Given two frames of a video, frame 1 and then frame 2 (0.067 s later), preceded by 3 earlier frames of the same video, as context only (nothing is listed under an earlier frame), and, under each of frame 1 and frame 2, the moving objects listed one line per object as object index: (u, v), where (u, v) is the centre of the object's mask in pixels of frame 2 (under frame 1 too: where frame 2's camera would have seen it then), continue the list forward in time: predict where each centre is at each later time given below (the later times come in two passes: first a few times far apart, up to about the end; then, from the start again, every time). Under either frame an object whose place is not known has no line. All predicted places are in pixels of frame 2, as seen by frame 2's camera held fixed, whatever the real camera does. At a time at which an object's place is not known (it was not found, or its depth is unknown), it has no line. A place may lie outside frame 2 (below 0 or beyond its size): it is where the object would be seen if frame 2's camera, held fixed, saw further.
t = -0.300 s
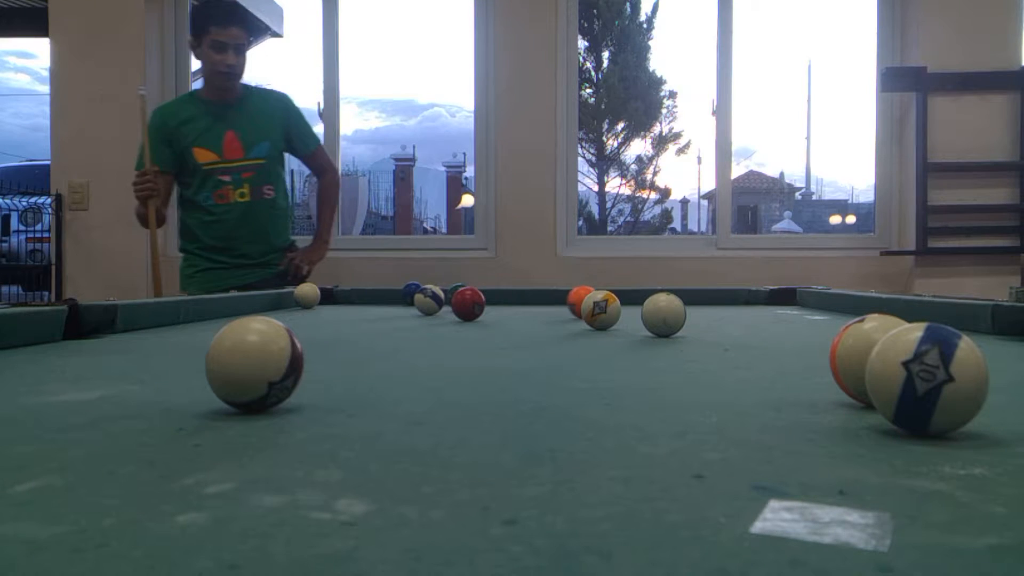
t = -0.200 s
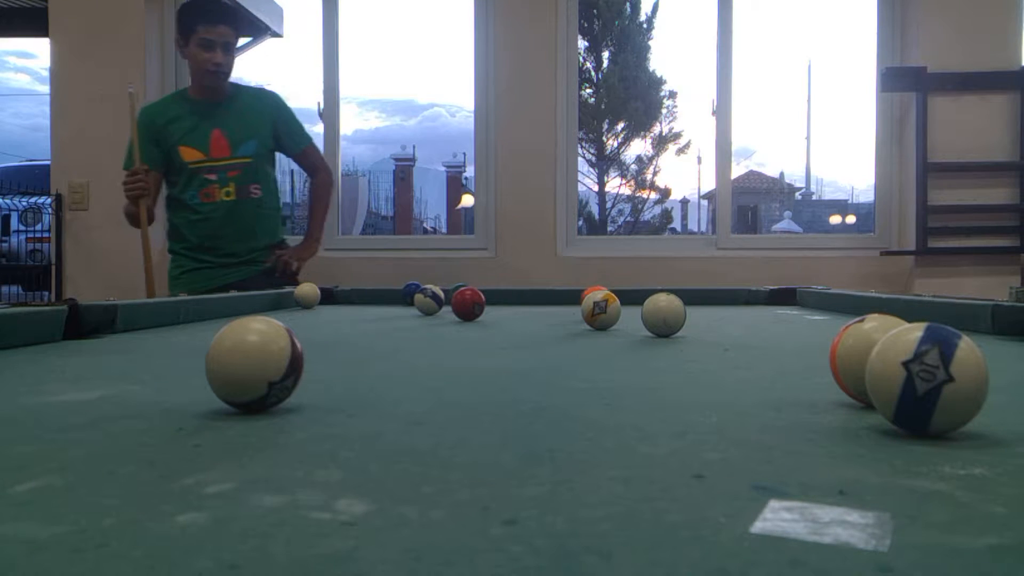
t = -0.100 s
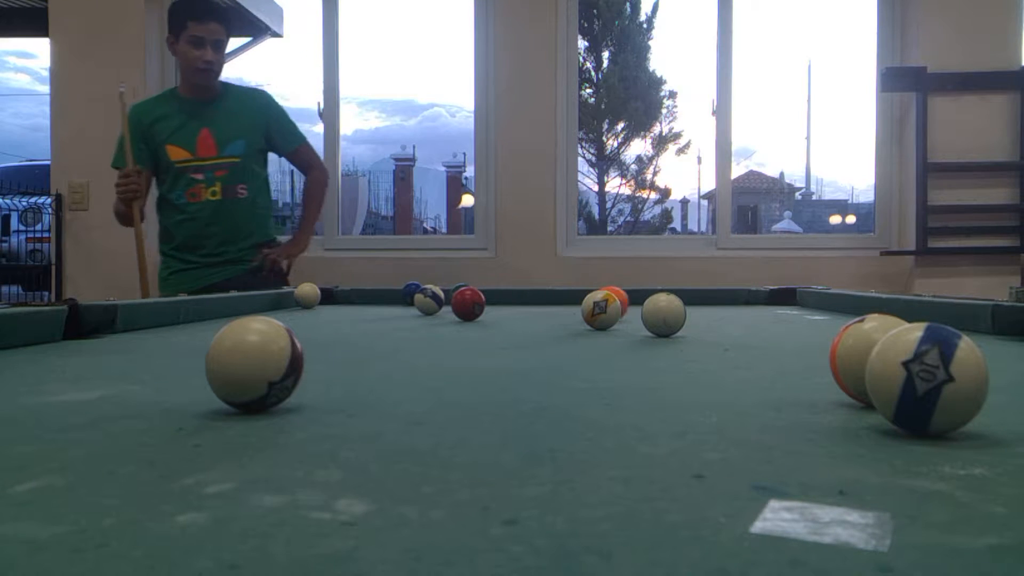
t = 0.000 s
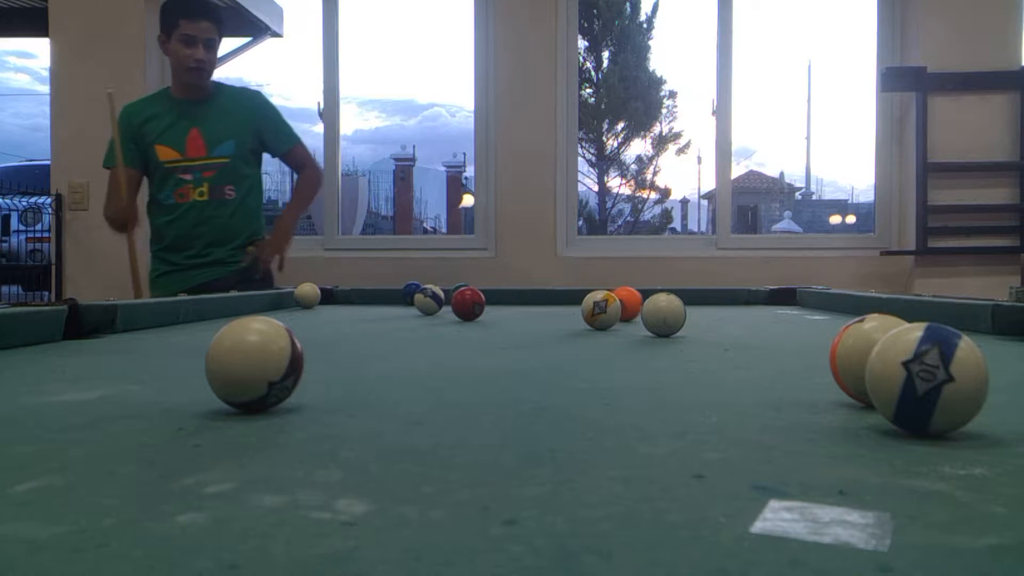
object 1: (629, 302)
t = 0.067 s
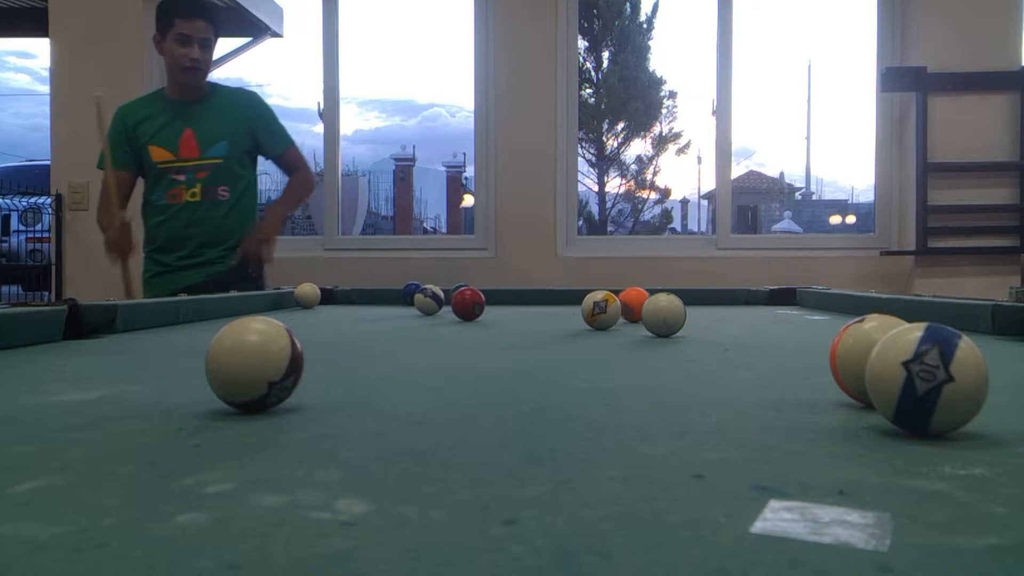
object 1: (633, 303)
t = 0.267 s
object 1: (658, 292)
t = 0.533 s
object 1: (701, 307)
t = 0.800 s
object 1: (737, 309)
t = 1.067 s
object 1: (774, 311)
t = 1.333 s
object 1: (807, 312)
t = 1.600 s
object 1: (835, 312)
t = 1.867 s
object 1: (862, 307)
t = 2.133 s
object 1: (889, 306)
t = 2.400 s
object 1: (908, 308)
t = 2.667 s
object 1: (920, 309)
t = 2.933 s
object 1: (929, 310)
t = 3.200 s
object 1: (932, 310)
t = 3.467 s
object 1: (933, 311)
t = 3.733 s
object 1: (933, 311)
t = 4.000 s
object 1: (933, 311)
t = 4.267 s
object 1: (933, 311)
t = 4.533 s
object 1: (933, 311)
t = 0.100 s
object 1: (635, 302)
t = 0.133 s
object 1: (638, 301)
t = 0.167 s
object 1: (641, 300)
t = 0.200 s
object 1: (646, 295)
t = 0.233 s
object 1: (650, 294)
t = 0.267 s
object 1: (658, 292)
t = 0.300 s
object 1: (671, 293)
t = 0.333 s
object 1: (681, 297)
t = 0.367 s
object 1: (685, 301)
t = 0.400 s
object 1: (689, 303)
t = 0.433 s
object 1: (692, 305)
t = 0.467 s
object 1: (695, 306)
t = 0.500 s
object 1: (698, 306)
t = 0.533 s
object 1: (701, 307)
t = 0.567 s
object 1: (705, 307)
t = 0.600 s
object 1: (710, 308)
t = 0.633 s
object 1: (715, 308)
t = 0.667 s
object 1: (719, 308)
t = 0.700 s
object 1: (724, 308)
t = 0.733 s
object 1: (728, 308)
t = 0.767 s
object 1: (733, 309)
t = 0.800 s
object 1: (737, 309)
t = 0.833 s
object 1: (742, 309)
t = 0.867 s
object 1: (747, 309)
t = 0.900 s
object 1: (751, 310)
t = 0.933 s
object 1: (756, 310)
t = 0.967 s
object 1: (761, 310)
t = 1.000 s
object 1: (765, 310)
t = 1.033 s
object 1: (769, 311)
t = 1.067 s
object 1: (774, 311)
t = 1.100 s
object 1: (778, 311)
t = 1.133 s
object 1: (782, 311)
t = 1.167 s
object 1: (787, 311)
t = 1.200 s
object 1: (791, 311)
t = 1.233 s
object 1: (795, 312)
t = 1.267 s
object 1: (799, 312)
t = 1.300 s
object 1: (803, 312)
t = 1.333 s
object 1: (807, 312)
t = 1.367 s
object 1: (811, 313)
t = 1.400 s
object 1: (815, 313)
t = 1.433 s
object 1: (819, 313)
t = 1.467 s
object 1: (822, 313)
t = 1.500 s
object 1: (826, 313)
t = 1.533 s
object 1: (829, 313)
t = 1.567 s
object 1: (832, 312)
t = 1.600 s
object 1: (835, 312)
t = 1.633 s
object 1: (839, 311)
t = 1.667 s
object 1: (842, 310)
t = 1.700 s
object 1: (845, 310)
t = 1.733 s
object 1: (848, 309)
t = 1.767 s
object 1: (851, 308)
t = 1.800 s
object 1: (855, 308)
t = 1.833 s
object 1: (858, 307)
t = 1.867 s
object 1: (862, 307)
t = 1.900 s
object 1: (866, 306)
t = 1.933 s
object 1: (869, 306)
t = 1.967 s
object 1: (872, 306)
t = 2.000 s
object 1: (876, 306)
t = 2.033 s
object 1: (879, 306)
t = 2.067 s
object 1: (883, 306)
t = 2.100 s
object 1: (886, 306)
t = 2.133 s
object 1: (889, 306)
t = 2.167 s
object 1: (892, 307)
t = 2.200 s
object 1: (894, 307)
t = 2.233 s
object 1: (897, 307)
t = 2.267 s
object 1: (900, 307)
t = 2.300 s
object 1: (901, 308)
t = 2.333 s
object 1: (904, 308)
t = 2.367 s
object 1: (906, 308)
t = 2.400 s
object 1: (908, 308)
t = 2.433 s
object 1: (910, 308)
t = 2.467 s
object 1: (911, 308)
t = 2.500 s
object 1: (913, 308)
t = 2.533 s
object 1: (914, 309)
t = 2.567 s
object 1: (916, 309)
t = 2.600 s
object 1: (918, 309)
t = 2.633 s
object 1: (919, 309)
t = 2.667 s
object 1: (920, 309)
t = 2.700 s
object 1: (922, 309)
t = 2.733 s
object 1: (923, 310)
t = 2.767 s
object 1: (924, 310)
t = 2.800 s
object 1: (925, 310)
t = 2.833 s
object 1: (927, 310)
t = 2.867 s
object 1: (928, 310)
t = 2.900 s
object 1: (928, 310)
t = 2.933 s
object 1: (929, 310)
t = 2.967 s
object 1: (929, 310)
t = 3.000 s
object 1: (930, 310)
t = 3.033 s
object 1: (931, 310)
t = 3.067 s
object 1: (931, 310)
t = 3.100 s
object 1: (932, 310)
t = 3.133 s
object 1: (932, 310)
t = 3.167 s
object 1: (932, 310)
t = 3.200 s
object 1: (932, 310)
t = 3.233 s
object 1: (932, 311)
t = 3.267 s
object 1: (932, 310)
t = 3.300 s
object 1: (933, 310)
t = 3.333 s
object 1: (933, 311)
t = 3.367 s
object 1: (933, 310)
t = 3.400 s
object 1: (933, 311)
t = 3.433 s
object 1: (933, 311)
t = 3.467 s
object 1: (933, 311)
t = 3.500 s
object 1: (933, 311)
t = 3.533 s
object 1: (933, 311)
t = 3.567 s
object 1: (933, 311)
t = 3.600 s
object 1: (933, 311)
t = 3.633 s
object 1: (933, 311)
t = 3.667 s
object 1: (933, 311)
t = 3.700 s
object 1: (933, 311)
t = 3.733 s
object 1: (933, 311)
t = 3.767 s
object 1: (933, 311)
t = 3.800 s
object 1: (933, 311)
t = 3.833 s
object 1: (933, 311)
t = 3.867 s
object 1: (933, 311)
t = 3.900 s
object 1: (933, 311)
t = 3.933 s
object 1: (933, 311)
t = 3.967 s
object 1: (933, 311)
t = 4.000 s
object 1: (933, 311)
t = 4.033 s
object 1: (933, 311)
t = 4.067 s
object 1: (933, 311)
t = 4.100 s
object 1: (933, 311)
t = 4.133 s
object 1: (933, 311)
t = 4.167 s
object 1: (933, 311)
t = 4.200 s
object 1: (933, 311)
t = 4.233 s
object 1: (933, 311)
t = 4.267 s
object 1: (933, 311)
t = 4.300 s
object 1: (933, 311)
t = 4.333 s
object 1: (933, 311)
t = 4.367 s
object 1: (933, 311)
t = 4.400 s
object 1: (933, 311)
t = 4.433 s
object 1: (933, 311)
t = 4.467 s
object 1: (933, 311)
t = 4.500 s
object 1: (933, 311)
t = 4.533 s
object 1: (933, 311)
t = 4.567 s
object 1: (933, 311)
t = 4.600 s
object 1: (933, 311)
